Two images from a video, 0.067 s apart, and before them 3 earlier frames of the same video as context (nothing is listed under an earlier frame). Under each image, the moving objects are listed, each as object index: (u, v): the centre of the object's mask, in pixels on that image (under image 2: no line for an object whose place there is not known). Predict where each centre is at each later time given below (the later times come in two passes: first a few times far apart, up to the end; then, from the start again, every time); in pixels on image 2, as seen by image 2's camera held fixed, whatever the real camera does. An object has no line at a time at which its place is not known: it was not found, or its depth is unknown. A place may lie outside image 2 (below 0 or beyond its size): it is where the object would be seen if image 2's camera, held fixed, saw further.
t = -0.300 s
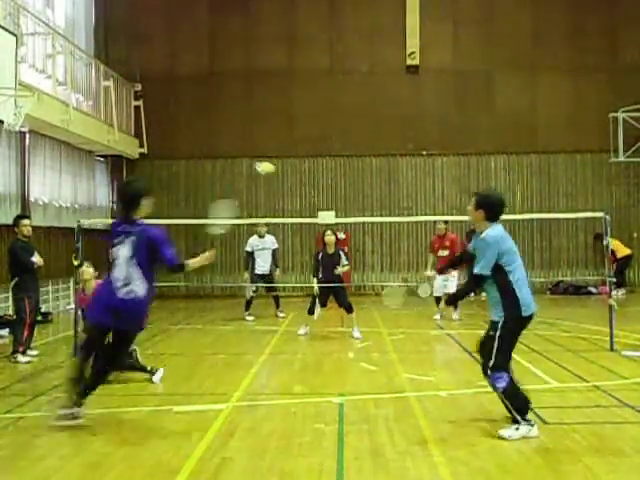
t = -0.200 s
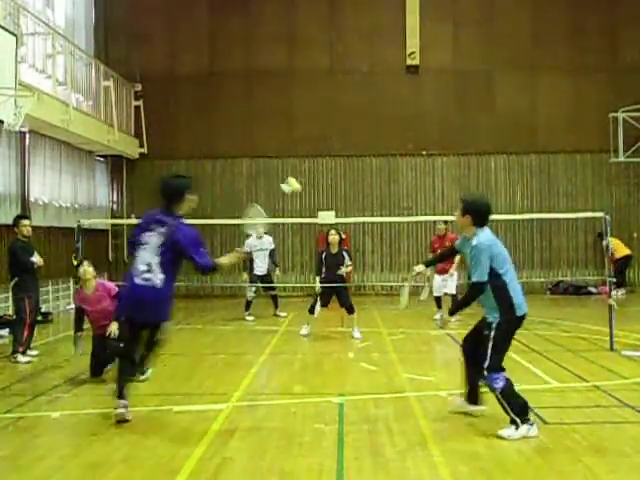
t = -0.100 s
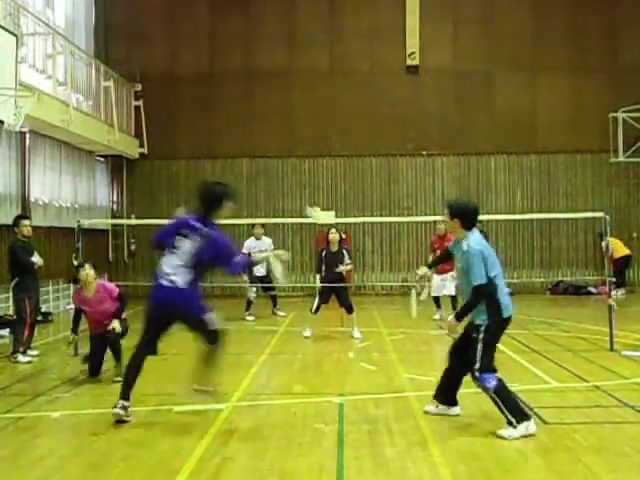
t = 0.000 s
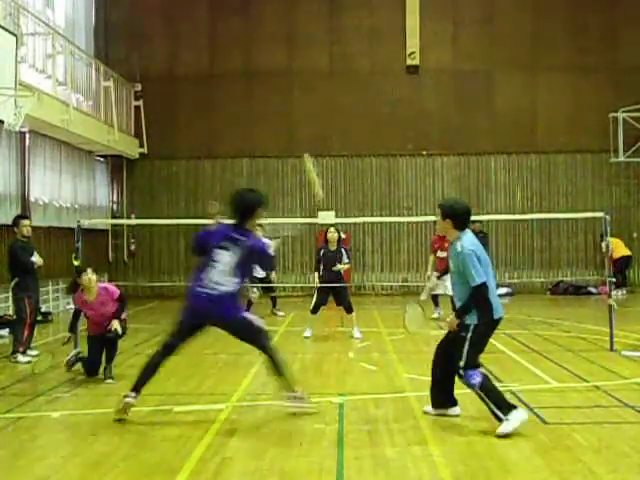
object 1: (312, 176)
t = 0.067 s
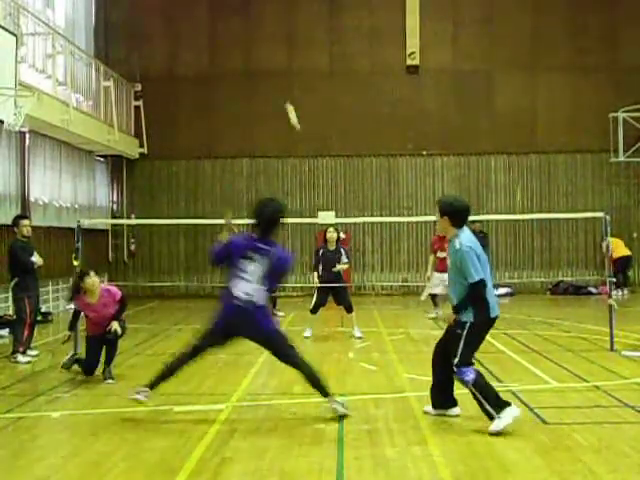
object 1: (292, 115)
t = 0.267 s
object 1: (271, 59)
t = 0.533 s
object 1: (259, 56)
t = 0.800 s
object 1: (253, 93)
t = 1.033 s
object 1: (251, 140)
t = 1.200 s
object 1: (250, 180)
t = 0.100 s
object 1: (286, 97)
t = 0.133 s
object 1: (282, 85)
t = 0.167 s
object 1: (279, 77)
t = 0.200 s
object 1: (275, 69)
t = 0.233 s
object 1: (272, 64)
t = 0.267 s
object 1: (271, 59)
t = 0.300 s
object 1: (268, 55)
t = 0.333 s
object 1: (267, 54)
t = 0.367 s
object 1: (265, 52)
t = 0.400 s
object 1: (264, 50)
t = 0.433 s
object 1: (263, 50)
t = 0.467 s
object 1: (261, 52)
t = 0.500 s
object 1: (260, 54)
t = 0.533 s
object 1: (259, 56)
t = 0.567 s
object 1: (258, 59)
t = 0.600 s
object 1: (257, 63)
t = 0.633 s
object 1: (256, 67)
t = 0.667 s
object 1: (256, 71)
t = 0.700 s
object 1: (255, 76)
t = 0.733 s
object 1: (254, 81)
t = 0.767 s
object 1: (253, 87)
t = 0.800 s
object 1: (253, 93)
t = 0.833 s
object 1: (252, 99)
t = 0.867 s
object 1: (252, 105)
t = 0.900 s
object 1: (252, 112)
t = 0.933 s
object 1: (252, 118)
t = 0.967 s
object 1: (251, 125)
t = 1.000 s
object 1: (251, 133)
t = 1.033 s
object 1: (251, 140)
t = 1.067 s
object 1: (251, 147)
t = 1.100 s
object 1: (251, 155)
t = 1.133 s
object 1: (250, 164)
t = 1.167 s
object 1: (250, 172)
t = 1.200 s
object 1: (250, 180)
